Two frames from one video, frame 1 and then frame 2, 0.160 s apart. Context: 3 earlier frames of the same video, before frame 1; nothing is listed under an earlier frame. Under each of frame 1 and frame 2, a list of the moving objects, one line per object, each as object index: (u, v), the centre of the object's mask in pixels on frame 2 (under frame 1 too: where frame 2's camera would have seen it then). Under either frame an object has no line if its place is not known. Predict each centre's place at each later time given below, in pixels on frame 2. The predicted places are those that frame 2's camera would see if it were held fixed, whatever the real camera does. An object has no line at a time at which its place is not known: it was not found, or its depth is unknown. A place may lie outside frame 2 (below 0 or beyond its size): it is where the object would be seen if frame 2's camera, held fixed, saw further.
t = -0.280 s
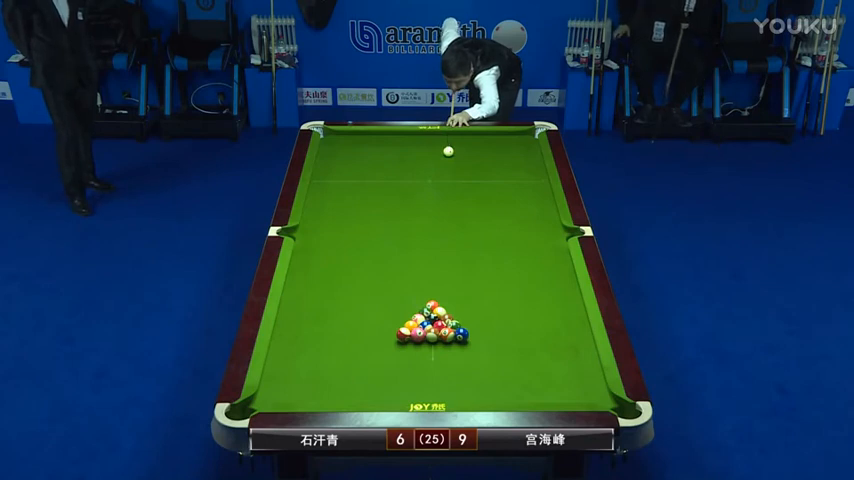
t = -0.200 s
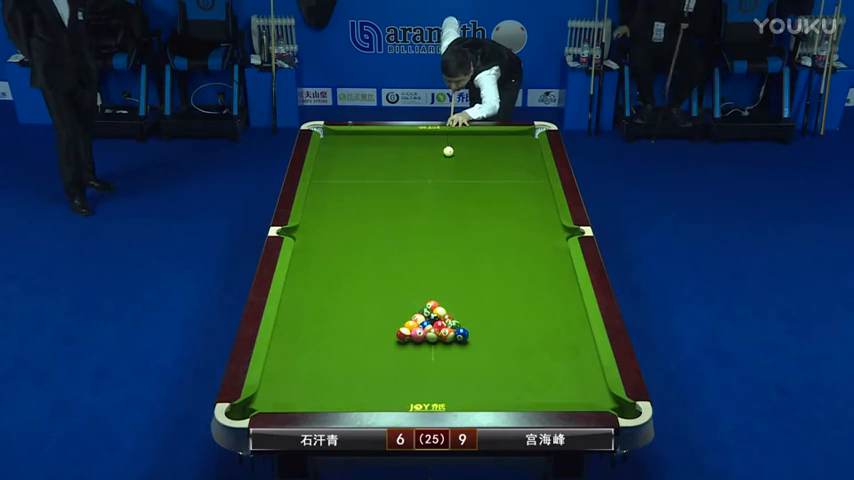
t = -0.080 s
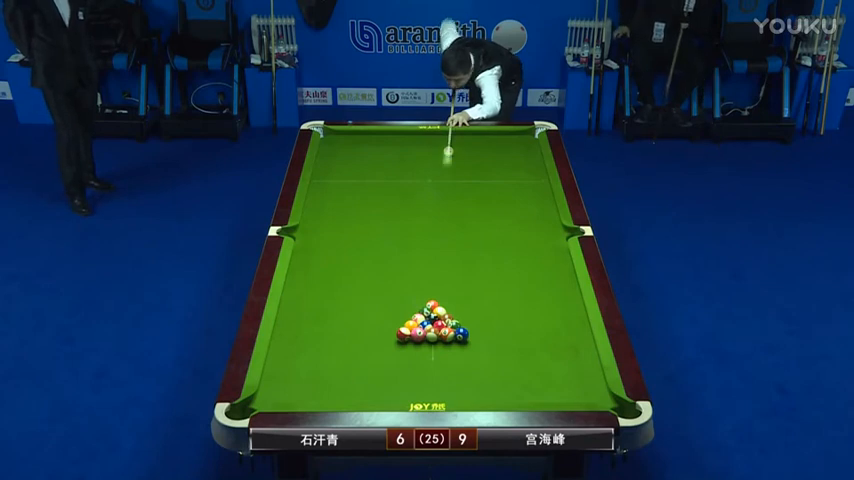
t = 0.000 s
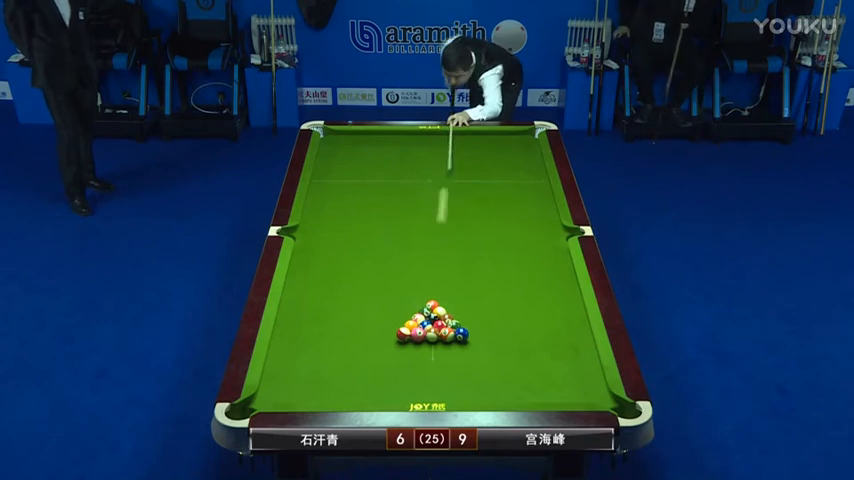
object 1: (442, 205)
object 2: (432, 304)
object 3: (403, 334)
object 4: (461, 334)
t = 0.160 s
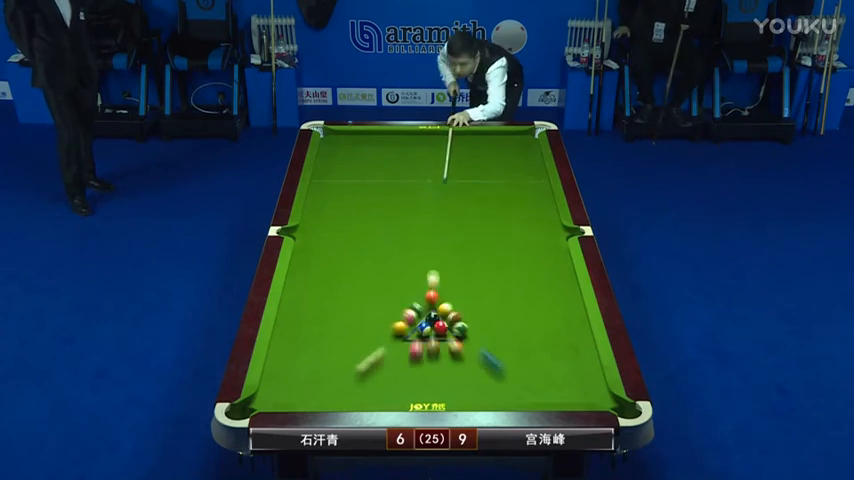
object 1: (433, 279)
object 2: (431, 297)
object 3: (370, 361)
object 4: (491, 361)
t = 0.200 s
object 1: (433, 269)
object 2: (431, 294)
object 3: (347, 381)
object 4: (511, 380)
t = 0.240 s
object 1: (433, 264)
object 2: (431, 293)
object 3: (324, 394)
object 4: (531, 395)
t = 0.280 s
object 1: (433, 262)
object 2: (430, 289)
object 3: (314, 384)
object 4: (541, 388)
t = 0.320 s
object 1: (433, 262)
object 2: (430, 286)
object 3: (303, 370)
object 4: (549, 373)
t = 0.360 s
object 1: (433, 262)
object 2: (429, 283)
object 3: (295, 356)
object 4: (554, 361)
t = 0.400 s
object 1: (433, 255)
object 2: (429, 279)
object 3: (286, 344)
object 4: (560, 349)
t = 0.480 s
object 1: (433, 249)
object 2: (428, 274)
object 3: (288, 323)
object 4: (572, 328)
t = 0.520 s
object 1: (433, 247)
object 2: (428, 270)
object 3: (298, 313)
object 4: (576, 319)
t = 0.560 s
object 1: (433, 243)
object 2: (428, 267)
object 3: (307, 305)
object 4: (578, 311)
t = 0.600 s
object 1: (433, 241)
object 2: (427, 264)
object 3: (314, 297)
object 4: (571, 304)
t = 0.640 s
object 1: (432, 238)
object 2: (427, 261)
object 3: (322, 289)
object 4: (564, 296)
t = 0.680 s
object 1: (432, 235)
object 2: (426, 258)
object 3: (330, 282)
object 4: (558, 289)
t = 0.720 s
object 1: (432, 233)
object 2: (426, 255)
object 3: (337, 274)
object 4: (553, 283)
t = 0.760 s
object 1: (432, 231)
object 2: (426, 253)
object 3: (343, 267)
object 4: (547, 276)
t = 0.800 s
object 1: (432, 229)
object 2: (426, 250)
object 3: (351, 259)
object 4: (542, 269)
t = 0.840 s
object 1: (432, 228)
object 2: (425, 247)
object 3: (357, 254)
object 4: (536, 263)
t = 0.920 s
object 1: (431, 226)
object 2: (425, 241)
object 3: (369, 241)
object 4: (526, 251)
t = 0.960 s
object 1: (430, 225)
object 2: (425, 239)
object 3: (375, 235)
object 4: (522, 245)
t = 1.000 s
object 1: (430, 225)
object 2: (424, 237)
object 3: (381, 228)
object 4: (517, 239)
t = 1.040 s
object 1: (430, 224)
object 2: (424, 234)
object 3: (387, 222)
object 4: (512, 234)
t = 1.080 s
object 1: (430, 224)
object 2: (423, 232)
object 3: (391, 217)
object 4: (508, 228)
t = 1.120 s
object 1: (431, 223)
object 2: (422, 230)
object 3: (397, 211)
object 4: (504, 223)
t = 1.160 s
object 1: (432, 222)
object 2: (420, 230)
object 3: (402, 205)
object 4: (499, 218)
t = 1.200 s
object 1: (433, 221)
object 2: (418, 229)
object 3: (407, 201)
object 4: (495, 213)
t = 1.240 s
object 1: (434, 220)
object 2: (416, 228)
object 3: (412, 196)
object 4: (491, 208)
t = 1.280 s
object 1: (435, 219)
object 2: (414, 227)
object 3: (417, 190)
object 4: (487, 203)
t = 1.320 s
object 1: (436, 218)
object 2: (412, 226)
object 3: (422, 186)
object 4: (483, 198)
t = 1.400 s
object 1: (438, 216)
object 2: (409, 224)
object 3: (431, 176)
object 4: (476, 189)
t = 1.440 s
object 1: (439, 214)
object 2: (407, 224)
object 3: (435, 171)
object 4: (472, 185)
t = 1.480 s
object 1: (439, 214)
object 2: (405, 223)
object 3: (440, 167)
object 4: (469, 181)
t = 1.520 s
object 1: (441, 212)
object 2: (404, 222)
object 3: (443, 162)
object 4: (466, 177)
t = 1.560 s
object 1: (441, 211)
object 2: (402, 221)
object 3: (448, 158)
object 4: (462, 172)
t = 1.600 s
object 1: (442, 210)
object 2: (400, 221)
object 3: (451, 154)
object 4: (459, 168)
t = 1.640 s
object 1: (443, 210)
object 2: (398, 220)
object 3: (456, 149)
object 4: (455, 164)
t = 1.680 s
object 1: (444, 208)
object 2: (397, 219)
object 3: (459, 145)
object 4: (452, 160)
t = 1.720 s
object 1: (445, 208)
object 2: (395, 218)
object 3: (463, 142)
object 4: (449, 156)
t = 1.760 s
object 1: (445, 207)
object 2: (394, 217)
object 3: (466, 138)
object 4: (447, 153)
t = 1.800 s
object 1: (446, 206)
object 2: (392, 217)
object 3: (470, 134)
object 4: (443, 149)
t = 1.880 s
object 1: (448, 204)
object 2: (389, 216)
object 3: (480, 137)
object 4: (437, 142)
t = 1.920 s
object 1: (448, 203)
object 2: (388, 215)
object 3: (487, 140)
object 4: (435, 138)
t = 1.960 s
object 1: (449, 202)
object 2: (386, 214)
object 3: (493, 143)
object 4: (432, 135)
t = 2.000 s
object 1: (450, 202)
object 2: (385, 214)
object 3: (499, 146)
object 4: (429, 134)
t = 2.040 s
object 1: (451, 201)
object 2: (384, 213)
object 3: (505, 149)
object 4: (425, 136)
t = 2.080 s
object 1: (451, 200)
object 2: (382, 212)
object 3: (511, 150)
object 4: (421, 139)
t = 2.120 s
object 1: (452, 199)
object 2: (381, 211)
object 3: (517, 153)
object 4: (417, 141)
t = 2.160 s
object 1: (453, 198)
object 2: (379, 211)
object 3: (523, 155)
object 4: (413, 144)
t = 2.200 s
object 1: (454, 197)
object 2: (378, 210)
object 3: (529, 157)
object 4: (409, 146)
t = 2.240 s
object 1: (454, 197)
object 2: (377, 209)
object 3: (535, 160)
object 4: (404, 148)
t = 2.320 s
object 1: (455, 195)
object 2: (375, 208)
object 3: (534, 165)
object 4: (397, 152)
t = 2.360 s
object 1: (456, 194)
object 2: (373, 208)
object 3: (530, 168)
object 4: (392, 154)
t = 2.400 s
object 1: (457, 194)
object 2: (373, 207)
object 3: (527, 170)
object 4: (389, 156)
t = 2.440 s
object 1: (457, 193)
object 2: (371, 206)
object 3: (524, 173)
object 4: (384, 158)
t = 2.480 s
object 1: (458, 192)
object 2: (370, 206)
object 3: (521, 175)
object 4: (380, 160)
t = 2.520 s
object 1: (458, 192)
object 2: (369, 205)
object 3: (518, 177)
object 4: (376, 162)
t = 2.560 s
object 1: (459, 191)
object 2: (368, 205)
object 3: (515, 180)
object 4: (372, 165)
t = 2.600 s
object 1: (460, 191)
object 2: (367, 204)
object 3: (511, 182)
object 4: (368, 167)
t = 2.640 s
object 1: (460, 190)
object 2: (366, 203)
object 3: (508, 185)
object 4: (364, 169)
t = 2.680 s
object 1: (461, 190)
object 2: (365, 202)
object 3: (505, 187)
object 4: (359, 171)
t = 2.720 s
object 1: (461, 189)
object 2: (363, 202)
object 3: (501, 190)
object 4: (355, 173)
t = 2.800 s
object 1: (462, 188)
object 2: (361, 202)
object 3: (494, 195)
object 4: (347, 178)
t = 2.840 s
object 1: (463, 187)
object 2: (360, 202)
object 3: (492, 198)
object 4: (342, 180)
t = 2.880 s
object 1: (463, 186)
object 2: (359, 201)
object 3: (488, 200)
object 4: (338, 182)
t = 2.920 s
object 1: (464, 186)
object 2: (358, 201)
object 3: (485, 203)
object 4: (334, 184)
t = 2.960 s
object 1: (464, 186)
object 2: (357, 200)
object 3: (481, 205)
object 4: (329, 187)
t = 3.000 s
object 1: (465, 185)
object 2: (356, 200)
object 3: (478, 208)
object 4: (324, 189)
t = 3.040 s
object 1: (465, 185)
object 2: (355, 199)
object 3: (474, 211)
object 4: (320, 191)
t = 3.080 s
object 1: (466, 184)
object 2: (354, 199)
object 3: (471, 214)
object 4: (316, 194)
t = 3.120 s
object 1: (466, 183)
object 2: (354, 199)
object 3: (467, 216)
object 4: (311, 196)
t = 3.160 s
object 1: (467, 183)
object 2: (353, 198)
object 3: (463, 219)
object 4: (313, 198)
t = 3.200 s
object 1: (467, 183)
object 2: (352, 198)
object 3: (460, 222)
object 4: (315, 200)
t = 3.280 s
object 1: (468, 182)
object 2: (350, 197)
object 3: (453, 228)
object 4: (319, 205)
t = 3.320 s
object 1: (468, 181)
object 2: (349, 197)
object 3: (449, 231)
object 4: (321, 206)
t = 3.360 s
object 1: (468, 181)
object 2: (349, 197)
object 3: (445, 234)
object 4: (324, 209)
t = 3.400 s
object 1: (469, 181)
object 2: (348, 196)
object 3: (441, 236)
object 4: (325, 211)
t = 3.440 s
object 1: (469, 180)
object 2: (347, 196)
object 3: (437, 239)
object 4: (328, 213)
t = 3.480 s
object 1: (469, 180)
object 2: (347, 196)
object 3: (433, 242)
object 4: (330, 215)
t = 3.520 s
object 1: (470, 179)
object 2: (346, 195)
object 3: (430, 245)
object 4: (332, 217)
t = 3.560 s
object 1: (470, 179)
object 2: (345, 195)
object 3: (426, 248)
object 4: (334, 220)
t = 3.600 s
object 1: (470, 179)
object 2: (345, 194)
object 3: (422, 251)
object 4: (336, 222)
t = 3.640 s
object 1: (471, 178)
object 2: (344, 194)
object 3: (419, 254)
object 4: (339, 224)
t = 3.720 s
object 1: (471, 178)
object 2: (343, 193)
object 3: (410, 260)
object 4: (343, 228)
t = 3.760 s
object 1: (471, 177)
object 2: (342, 193)
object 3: (406, 263)
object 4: (345, 231)
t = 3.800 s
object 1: (472, 177)
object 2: (341, 193)
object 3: (402, 267)
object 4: (347, 233)
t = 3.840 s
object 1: (472, 177)
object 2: (341, 193)
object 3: (398, 269)
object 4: (350, 235)
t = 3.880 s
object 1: (472, 177)
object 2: (340, 193)
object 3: (393, 273)
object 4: (352, 237)
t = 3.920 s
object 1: (473, 176)
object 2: (340, 193)
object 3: (390, 276)
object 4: (354, 240)
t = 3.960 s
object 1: (473, 176)
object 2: (339, 192)
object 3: (385, 279)
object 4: (356, 242)
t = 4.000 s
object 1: (473, 176)
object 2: (338, 192)
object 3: (381, 283)
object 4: (358, 244)
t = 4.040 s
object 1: (473, 175)
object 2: (338, 192)
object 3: (377, 285)
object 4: (361, 246)
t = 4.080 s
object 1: (473, 175)
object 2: (337, 192)
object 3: (373, 289)
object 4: (363, 248)
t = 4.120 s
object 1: (473, 175)
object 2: (337, 192)
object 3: (369, 292)
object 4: (365, 250)
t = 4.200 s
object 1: (474, 175)
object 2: (336, 191)
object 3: (360, 299)
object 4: (369, 255)
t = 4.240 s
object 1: (474, 175)
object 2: (336, 191)
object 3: (355, 302)
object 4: (372, 257)
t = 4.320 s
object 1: (474, 174)
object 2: (335, 191)
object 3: (347, 308)
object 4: (377, 259)
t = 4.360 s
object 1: (475, 174)
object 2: (335, 191)
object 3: (343, 312)
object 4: (380, 261)
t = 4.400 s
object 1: (475, 174)
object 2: (334, 191)
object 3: (337, 315)
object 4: (383, 262)
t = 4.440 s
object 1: (475, 173)
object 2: (334, 190)
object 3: (333, 319)
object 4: (385, 263)
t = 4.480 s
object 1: (475, 173)
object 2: (334, 191)
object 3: (328, 323)
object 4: (388, 264)
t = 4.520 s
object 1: (475, 173)
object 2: (334, 190)
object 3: (324, 325)
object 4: (390, 264)
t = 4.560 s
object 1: (475, 173)
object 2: (333, 190)
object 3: (319, 330)
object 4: (393, 265)
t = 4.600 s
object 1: (475, 173)
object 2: (333, 190)
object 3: (315, 333)
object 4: (395, 266)
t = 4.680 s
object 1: (476, 173)
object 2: (333, 190)
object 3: (305, 340)
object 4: (400, 267)
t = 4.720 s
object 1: (475, 173)
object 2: (333, 190)
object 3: (300, 343)
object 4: (403, 267)
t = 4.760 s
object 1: (476, 173)
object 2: (333, 190)
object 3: (295, 347)
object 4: (405, 268)
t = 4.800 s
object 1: (476, 173)
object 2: (332, 190)
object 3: (290, 351)
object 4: (408, 268)
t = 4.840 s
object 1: (476, 173)
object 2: (332, 190)
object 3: (285, 355)
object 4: (410, 269)
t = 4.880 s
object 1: (476, 173)
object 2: (332, 190)
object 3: (280, 358)
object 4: (413, 269)
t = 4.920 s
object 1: (476, 173)
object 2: (332, 190)
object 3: (275, 362)
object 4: (415, 270)
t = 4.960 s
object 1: (476, 173)
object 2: (332, 190)
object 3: (271, 365)
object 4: (417, 270)
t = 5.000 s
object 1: (476, 173)
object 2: (332, 190)
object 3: (273, 368)
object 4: (420, 271)
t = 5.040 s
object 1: (476, 173)
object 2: (332, 189)
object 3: (275, 371)
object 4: (422, 271)
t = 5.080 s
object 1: (476, 173)
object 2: (332, 190)
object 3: (277, 375)
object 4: (425, 272)
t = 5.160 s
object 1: (476, 173)
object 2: (332, 189)
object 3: (280, 380)
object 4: (429, 273)
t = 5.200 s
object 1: (476, 173)
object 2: (332, 190)
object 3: (282, 383)
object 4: (431, 273)
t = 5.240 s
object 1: (476, 173)
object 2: (332, 190)
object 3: (283, 386)
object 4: (434, 273)
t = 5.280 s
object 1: (476, 172)
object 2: (332, 190)
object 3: (284, 390)
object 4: (436, 274)
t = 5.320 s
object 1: (476, 172)
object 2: (332, 189)
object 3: (286, 392)
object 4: (438, 274)
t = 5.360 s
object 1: (476, 173)
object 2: (332, 190)
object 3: (287, 394)
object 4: (440, 275)
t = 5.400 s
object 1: (476, 173)
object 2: (332, 189)
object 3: (288, 396)
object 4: (442, 275)
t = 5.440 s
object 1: (476, 173)
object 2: (332, 189)
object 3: (291, 398)
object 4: (444, 276)
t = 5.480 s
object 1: (476, 173)
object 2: (332, 190)
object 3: (292, 397)
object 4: (446, 276)
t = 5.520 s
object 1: (476, 173)
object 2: (332, 189)
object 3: (294, 395)
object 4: (448, 277)
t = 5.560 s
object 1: (476, 173)
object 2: (332, 190)
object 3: (295, 394)
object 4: (450, 277)
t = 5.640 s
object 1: (476, 172)
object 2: (332, 189)
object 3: (299, 390)
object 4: (454, 278)
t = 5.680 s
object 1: (476, 173)
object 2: (332, 189)
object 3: (301, 389)
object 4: (457, 278)
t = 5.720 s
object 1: (476, 173)
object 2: (332, 189)
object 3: (303, 388)
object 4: (458, 278)
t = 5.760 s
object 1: (476, 172)
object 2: (332, 189)
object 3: (304, 385)
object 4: (460, 279)
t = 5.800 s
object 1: (476, 172)
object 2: (332, 189)
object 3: (306, 384)
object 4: (462, 279)
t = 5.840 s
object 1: (476, 172)
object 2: (332, 189)
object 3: (307, 382)
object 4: (464, 279)
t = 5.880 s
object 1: (476, 172)
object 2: (332, 189)
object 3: (309, 380)
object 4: (466, 280)
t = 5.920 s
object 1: (476, 172)
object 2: (332, 189)
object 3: (311, 378)
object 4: (467, 280)
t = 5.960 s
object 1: (476, 172)
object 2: (332, 189)
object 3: (312, 377)
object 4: (469, 281)
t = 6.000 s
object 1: (476, 172)
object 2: (332, 189)
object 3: (313, 376)
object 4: (471, 281)
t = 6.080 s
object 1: (476, 173)
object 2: (332, 189)
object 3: (316, 373)
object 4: (475, 281)
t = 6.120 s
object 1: (476, 172)
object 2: (332, 189)
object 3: (317, 371)
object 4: (476, 282)
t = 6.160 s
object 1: (476, 172)
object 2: (332, 189)
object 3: (319, 370)
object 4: (478, 282)
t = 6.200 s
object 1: (476, 172)
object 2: (332, 189)
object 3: (320, 368)
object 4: (480, 283)
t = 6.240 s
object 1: (476, 172)
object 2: (332, 189)
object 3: (321, 366)
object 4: (481, 283)
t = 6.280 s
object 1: (476, 172)
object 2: (332, 189)
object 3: (323, 366)
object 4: (483, 283)
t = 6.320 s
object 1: (476, 172)
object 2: (332, 189)
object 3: (324, 364)
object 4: (484, 284)
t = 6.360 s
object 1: (476, 172)
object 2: (332, 189)
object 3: (325, 363)
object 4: (486, 284)
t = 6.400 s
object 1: (476, 172)
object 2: (332, 189)
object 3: (326, 362)
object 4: (487, 285)
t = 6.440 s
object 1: (476, 172)
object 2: (332, 189)
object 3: (328, 361)
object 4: (489, 285)
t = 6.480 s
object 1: (476, 172)
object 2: (332, 189)
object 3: (329, 359)
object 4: (490, 285)
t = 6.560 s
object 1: (476, 172)
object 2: (332, 189)
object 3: (331, 356)
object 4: (493, 286)
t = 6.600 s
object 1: (476, 172)
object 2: (332, 189)
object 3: (332, 355)
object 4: (495, 286)
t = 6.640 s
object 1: (476, 172)
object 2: (332, 189)
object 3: (333, 354)
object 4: (496, 287)
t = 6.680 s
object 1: (476, 173)
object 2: (332, 189)
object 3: (334, 353)
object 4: (497, 287)
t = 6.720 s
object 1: (476, 172)
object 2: (332, 189)
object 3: (336, 352)
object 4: (499, 287)
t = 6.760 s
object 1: (476, 172)
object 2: (332, 189)
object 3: (336, 351)
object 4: (500, 287)
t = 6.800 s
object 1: (476, 172)
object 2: (332, 189)
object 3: (337, 350)
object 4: (501, 288)
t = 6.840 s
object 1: (476, 172)
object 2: (332, 189)
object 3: (338, 349)
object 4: (502, 288)
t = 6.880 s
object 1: (476, 172)
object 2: (332, 189)
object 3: (339, 348)
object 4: (503, 288)
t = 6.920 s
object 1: (476, 172)
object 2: (332, 189)
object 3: (340, 347)
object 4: (505, 288)
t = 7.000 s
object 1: (476, 172)
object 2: (332, 189)
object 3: (341, 345)
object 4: (507, 289)
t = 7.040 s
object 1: (476, 172)
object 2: (332, 189)
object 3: (341, 345)
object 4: (508, 289)
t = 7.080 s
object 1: (476, 172)
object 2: (332, 189)
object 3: (341, 345)
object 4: (509, 290)
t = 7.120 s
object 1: (476, 172)
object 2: (332, 189)
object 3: (340, 344)
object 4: (510, 290)
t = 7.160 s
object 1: (476, 172)
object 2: (332, 189)
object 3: (340, 344)
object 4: (511, 290)
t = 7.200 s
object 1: (476, 172)
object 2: (332, 189)
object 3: (340, 344)
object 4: (512, 290)
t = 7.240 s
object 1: (476, 172)
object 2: (332, 189)
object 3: (340, 344)
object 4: (513, 290)
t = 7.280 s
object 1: (476, 173)
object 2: (332, 189)
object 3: (339, 344)
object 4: (514, 291)
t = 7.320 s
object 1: (476, 172)
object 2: (332, 189)
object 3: (339, 345)
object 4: (515, 291)
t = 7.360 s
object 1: (476, 172)
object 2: (332, 189)
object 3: (339, 345)
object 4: (516, 291)
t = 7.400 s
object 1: (476, 172)
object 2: (332, 189)
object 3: (339, 345)
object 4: (517, 291)
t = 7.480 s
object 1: (476, 172)
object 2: (332, 189)
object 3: (339, 345)
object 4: (518, 291)
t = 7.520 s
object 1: (476, 172)
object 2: (332, 189)
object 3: (339, 345)
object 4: (519, 292)
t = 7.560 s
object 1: (476, 172)
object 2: (332, 189)
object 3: (339, 345)
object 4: (520, 292)
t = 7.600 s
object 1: (476, 172)
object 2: (332, 189)
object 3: (339, 345)
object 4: (520, 292)
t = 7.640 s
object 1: (476, 172)
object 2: (332, 189)
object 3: (339, 345)
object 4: (521, 292)
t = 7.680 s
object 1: (476, 172)
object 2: (332, 189)
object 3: (339, 345)
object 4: (522, 293)
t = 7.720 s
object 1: (476, 172)
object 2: (332, 189)
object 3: (339, 345)
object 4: (522, 293)
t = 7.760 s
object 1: (476, 172)
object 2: (332, 189)
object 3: (339, 345)
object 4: (523, 293)
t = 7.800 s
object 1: (476, 172)
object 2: (332, 189)
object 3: (339, 345)
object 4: (524, 293)
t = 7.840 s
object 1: (476, 172)
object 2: (332, 189)
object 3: (339, 345)
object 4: (524, 293)
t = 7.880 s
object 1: (476, 172)
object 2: (332, 189)
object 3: (339, 345)
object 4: (525, 293)
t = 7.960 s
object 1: (476, 172)
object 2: (332, 189)
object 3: (339, 345)
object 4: (525, 294)
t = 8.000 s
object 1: (476, 172)
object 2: (332, 189)
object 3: (339, 345)
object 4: (526, 294)
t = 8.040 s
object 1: (476, 172)
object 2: (332, 189)
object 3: (339, 345)
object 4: (526, 294)
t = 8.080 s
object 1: (476, 172)
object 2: (332, 189)
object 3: (339, 345)
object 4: (526, 294)
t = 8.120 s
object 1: (476, 172)
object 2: (332, 189)
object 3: (339, 345)
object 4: (527, 294)
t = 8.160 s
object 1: (476, 172)
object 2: (332, 189)
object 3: (339, 345)
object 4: (527, 294)
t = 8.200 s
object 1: (476, 172)
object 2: (332, 189)
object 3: (339, 345)
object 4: (527, 294)
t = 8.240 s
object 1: (476, 172)
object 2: (332, 189)
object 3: (339, 345)
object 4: (528, 294)
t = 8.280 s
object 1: (476, 172)
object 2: (332, 189)
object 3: (339, 345)
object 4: (528, 294)
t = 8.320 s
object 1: (476, 172)
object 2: (332, 189)
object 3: (339, 345)
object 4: (528, 294)
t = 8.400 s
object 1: (476, 172)
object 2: (332, 189)
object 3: (339, 345)
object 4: (529, 294)
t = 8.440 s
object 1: (476, 172)
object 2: (332, 189)
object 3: (339, 345)
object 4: (529, 294)
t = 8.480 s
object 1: (476, 172)
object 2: (332, 189)
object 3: (339, 345)
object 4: (529, 294)
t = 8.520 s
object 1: (476, 172)
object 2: (332, 189)
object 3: (339, 345)
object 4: (529, 294)
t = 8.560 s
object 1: (476, 172)
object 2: (332, 189)
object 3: (339, 345)
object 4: (529, 294)
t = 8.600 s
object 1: (476, 172)
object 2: (332, 189)
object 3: (339, 345)
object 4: (529, 294)
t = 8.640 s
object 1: (476, 172)
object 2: (332, 189)
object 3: (339, 345)
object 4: (529, 294)
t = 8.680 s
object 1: (476, 172)
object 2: (332, 189)
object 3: (339, 345)
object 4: (529, 294)
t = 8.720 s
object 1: (476, 172)
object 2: (332, 189)
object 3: (339, 345)
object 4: (528, 294)
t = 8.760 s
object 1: (476, 172)
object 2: (332, 189)
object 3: (339, 345)
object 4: (528, 294)
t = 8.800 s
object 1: (476, 172)
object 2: (332, 189)
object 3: (339, 345)
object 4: (528, 294)
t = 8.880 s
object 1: (476, 172)
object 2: (332, 189)
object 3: (339, 345)
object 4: (528, 294)
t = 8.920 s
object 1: (476, 172)
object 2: (332, 189)
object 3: (339, 345)
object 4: (528, 294)
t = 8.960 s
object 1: (476, 172)
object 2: (332, 189)
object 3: (339, 345)
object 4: (528, 294)
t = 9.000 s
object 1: (476, 172)
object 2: (332, 189)
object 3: (339, 345)
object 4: (528, 294)
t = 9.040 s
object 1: (476, 172)
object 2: (333, 189)
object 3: (339, 345)
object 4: (528, 294)
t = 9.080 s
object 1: (476, 172)
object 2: (332, 189)
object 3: (339, 345)
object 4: (528, 294)
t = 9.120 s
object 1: (476, 173)
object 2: (333, 189)
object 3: (339, 345)
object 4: (528, 294)
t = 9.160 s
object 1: (476, 172)
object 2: (333, 189)
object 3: (339, 345)
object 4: (528, 294)
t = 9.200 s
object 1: (476, 172)
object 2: (333, 189)
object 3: (339, 345)
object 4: (528, 294)
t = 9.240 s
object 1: (476, 172)
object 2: (333, 189)
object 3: (339, 345)
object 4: (528, 294)
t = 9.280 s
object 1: (476, 172)
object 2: (332, 189)
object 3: (339, 345)
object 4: (528, 294)
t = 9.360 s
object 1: (476, 172)
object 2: (333, 189)
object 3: (339, 345)
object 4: (528, 294)
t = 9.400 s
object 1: (476, 172)
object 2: (333, 189)
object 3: (339, 345)
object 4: (528, 294)
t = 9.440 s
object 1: (476, 173)
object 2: (333, 189)
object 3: (339, 345)
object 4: (528, 294)
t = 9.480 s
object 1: (476, 172)
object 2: (333, 189)
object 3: (339, 345)
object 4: (528, 294)
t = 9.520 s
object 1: (476, 172)
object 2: (332, 189)
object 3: (339, 345)
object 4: (528, 294)
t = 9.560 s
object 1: (476, 172)
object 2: (332, 189)
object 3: (339, 345)
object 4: (528, 294)
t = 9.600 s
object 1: (476, 172)
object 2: (333, 189)
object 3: (339, 345)
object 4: (528, 294)
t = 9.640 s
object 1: (476, 173)
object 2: (333, 189)
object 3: (339, 345)
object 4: (528, 294)
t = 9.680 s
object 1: (476, 172)
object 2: (332, 189)
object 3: (339, 345)
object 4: (528, 294)
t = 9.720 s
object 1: (476, 172)
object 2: (332, 189)
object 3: (339, 345)
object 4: (528, 294)
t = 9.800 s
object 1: (476, 172)
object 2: (332, 189)
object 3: (339, 345)
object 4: (528, 294)
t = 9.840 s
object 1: (476, 172)
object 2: (332, 189)
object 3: (339, 345)
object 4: (528, 294)
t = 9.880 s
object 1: (476, 172)
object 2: (332, 189)
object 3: (339, 345)
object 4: (528, 294)
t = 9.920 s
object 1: (476, 172)
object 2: (332, 189)
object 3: (339, 345)
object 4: (528, 294)
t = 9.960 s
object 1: (476, 172)
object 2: (332, 189)
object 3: (339, 345)
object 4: (528, 294)
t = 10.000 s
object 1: (476, 172)
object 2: (332, 189)
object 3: (339, 345)
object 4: (528, 294)
